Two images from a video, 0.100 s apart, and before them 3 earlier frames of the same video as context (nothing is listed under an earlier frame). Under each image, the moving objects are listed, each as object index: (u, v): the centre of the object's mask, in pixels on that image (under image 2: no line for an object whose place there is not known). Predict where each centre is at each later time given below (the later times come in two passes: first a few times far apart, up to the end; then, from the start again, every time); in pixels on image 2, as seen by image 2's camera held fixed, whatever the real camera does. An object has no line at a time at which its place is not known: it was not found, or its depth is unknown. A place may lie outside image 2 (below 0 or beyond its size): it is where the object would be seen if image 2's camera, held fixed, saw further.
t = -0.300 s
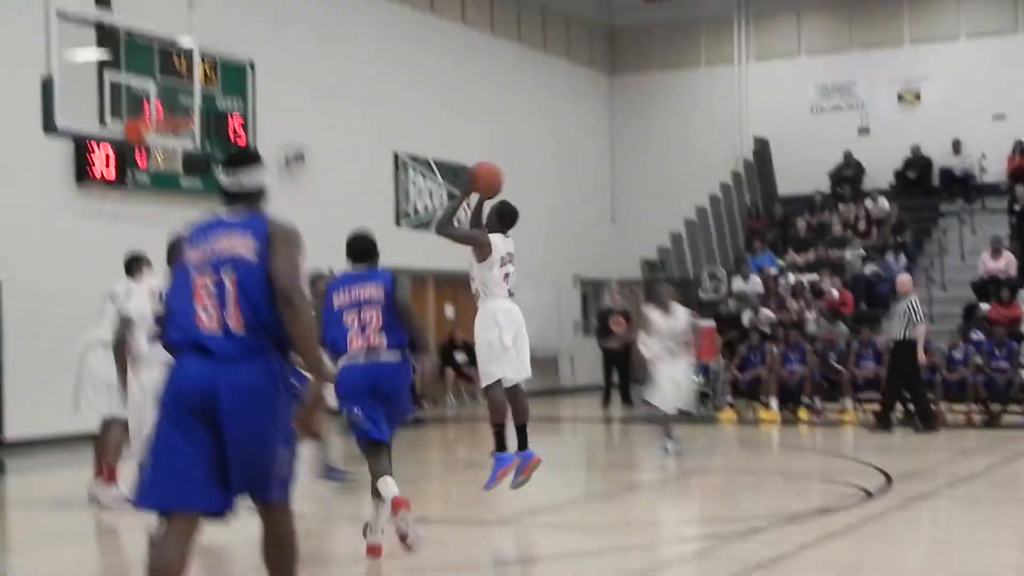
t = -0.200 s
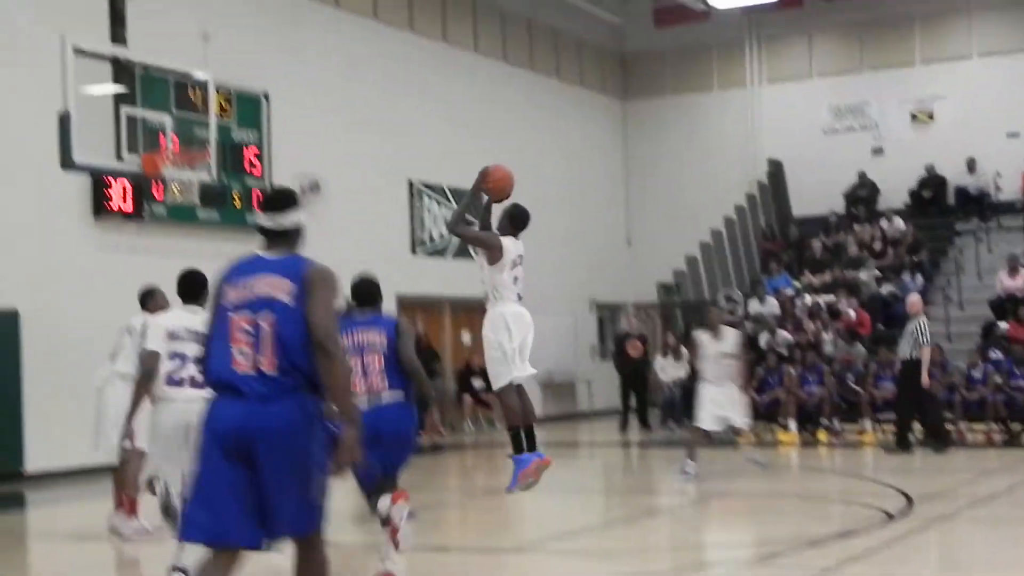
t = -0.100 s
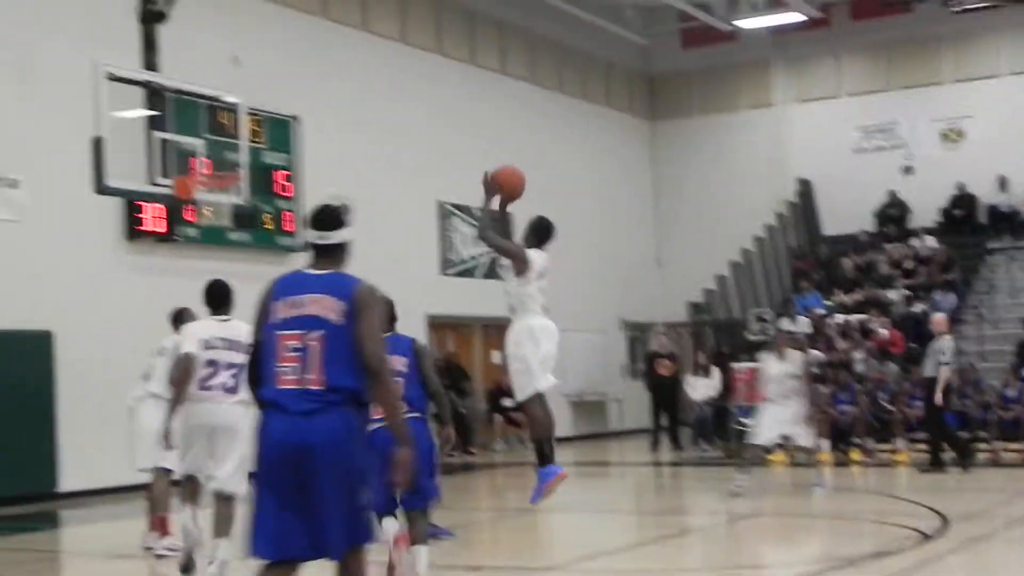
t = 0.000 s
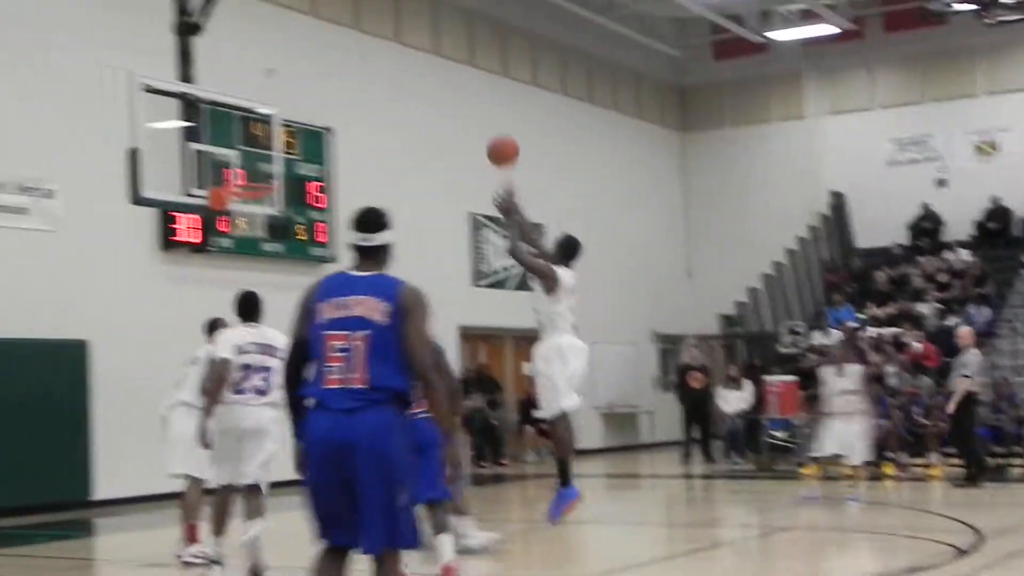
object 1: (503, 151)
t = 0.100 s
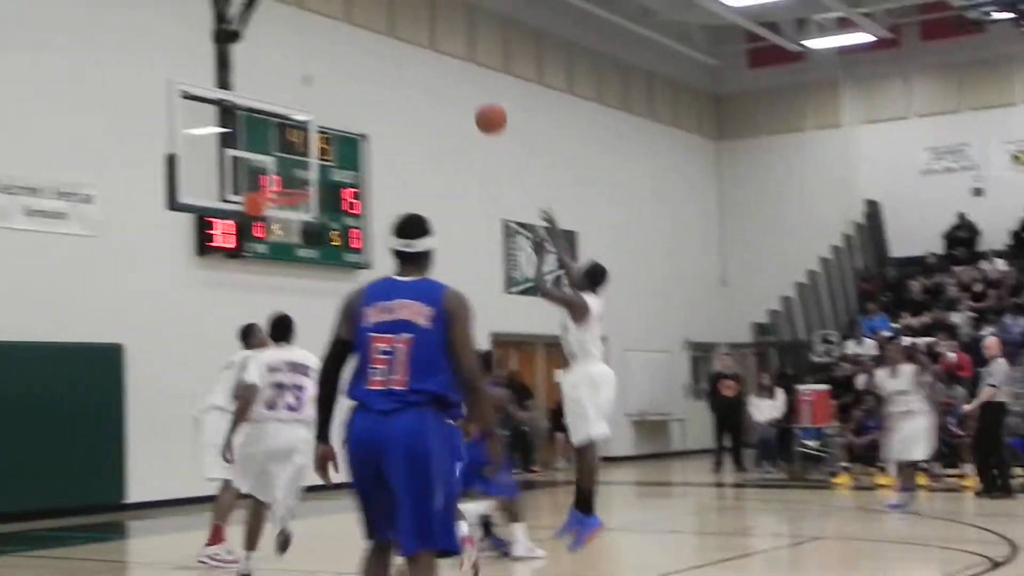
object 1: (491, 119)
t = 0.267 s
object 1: (420, 84)
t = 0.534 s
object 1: (331, 102)
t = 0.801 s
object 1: (294, 179)
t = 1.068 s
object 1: (315, 152)
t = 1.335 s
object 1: (332, 193)
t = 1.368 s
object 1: (334, 203)
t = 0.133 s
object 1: (474, 109)
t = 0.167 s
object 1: (460, 99)
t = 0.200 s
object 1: (447, 92)
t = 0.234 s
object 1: (434, 88)
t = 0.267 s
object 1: (420, 84)
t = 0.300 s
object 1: (407, 82)
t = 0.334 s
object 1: (398, 82)
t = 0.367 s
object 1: (387, 83)
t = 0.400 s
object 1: (374, 84)
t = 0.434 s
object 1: (362, 87)
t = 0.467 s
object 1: (353, 91)
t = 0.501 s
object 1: (342, 96)
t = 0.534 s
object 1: (331, 102)
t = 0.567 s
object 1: (319, 110)
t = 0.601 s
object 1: (310, 118)
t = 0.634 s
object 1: (300, 129)
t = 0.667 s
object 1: (289, 138)
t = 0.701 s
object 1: (280, 149)
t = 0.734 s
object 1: (272, 162)
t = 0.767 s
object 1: (282, 171)
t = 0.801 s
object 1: (294, 179)
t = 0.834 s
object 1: (303, 183)
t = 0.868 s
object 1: (304, 178)
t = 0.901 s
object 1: (307, 170)
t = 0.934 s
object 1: (308, 164)
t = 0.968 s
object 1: (309, 159)
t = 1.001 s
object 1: (311, 156)
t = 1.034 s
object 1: (314, 153)
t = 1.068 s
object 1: (315, 152)
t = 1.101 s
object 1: (316, 152)
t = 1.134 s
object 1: (319, 154)
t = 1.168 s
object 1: (321, 156)
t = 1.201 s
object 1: (323, 160)
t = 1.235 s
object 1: (325, 165)
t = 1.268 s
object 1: (328, 172)
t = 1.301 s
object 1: (330, 182)
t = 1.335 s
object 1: (332, 193)
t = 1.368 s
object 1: (334, 203)
